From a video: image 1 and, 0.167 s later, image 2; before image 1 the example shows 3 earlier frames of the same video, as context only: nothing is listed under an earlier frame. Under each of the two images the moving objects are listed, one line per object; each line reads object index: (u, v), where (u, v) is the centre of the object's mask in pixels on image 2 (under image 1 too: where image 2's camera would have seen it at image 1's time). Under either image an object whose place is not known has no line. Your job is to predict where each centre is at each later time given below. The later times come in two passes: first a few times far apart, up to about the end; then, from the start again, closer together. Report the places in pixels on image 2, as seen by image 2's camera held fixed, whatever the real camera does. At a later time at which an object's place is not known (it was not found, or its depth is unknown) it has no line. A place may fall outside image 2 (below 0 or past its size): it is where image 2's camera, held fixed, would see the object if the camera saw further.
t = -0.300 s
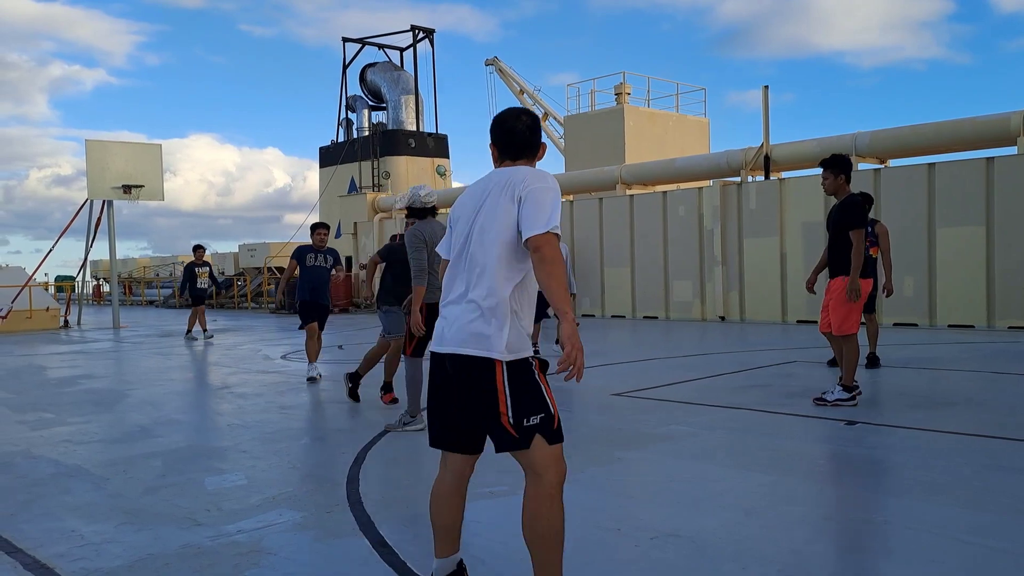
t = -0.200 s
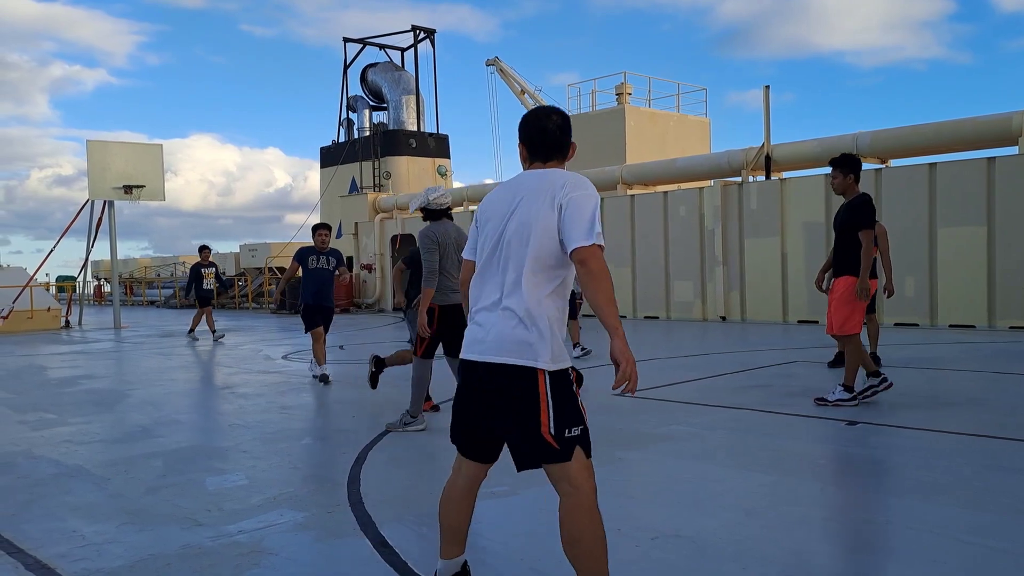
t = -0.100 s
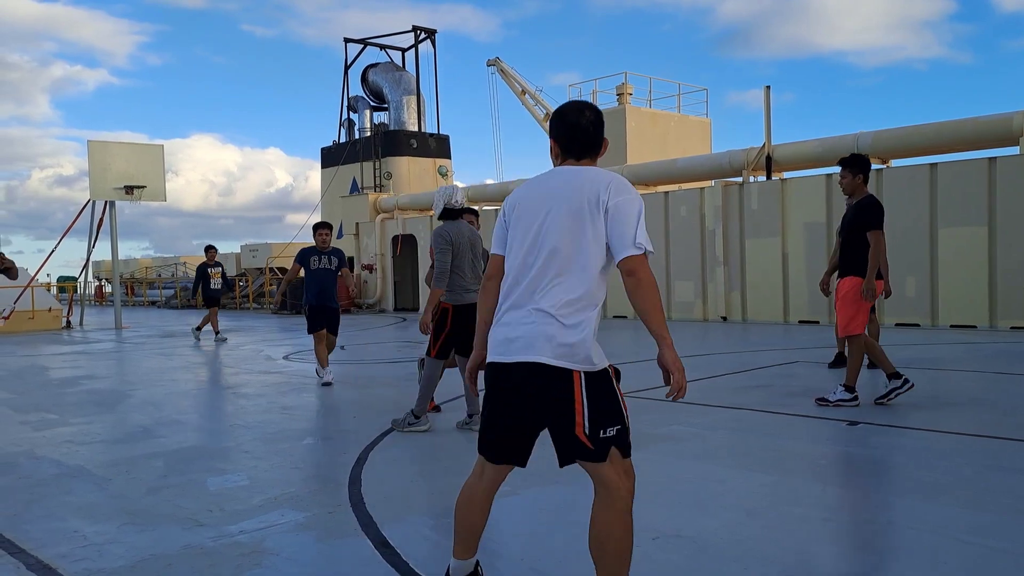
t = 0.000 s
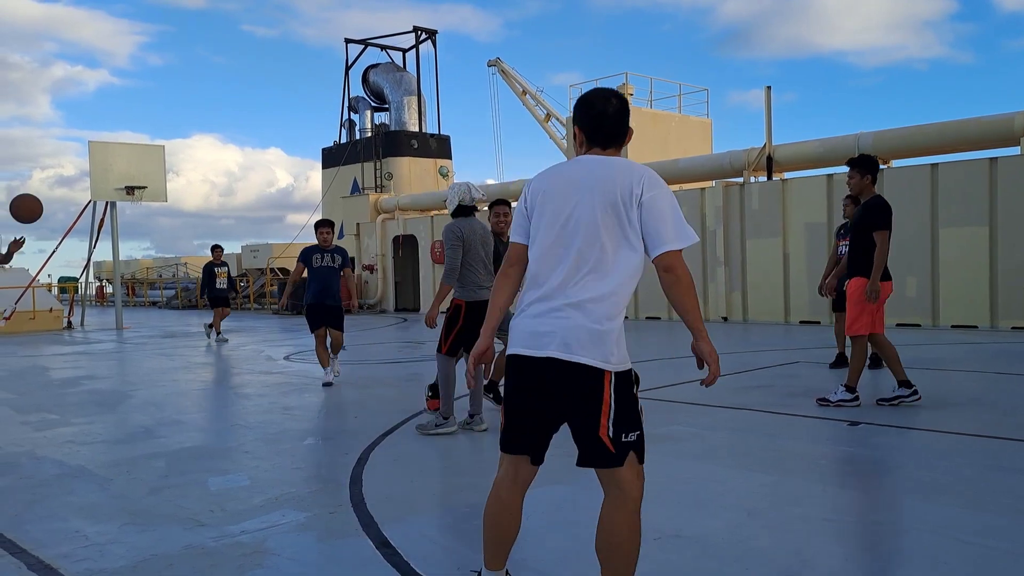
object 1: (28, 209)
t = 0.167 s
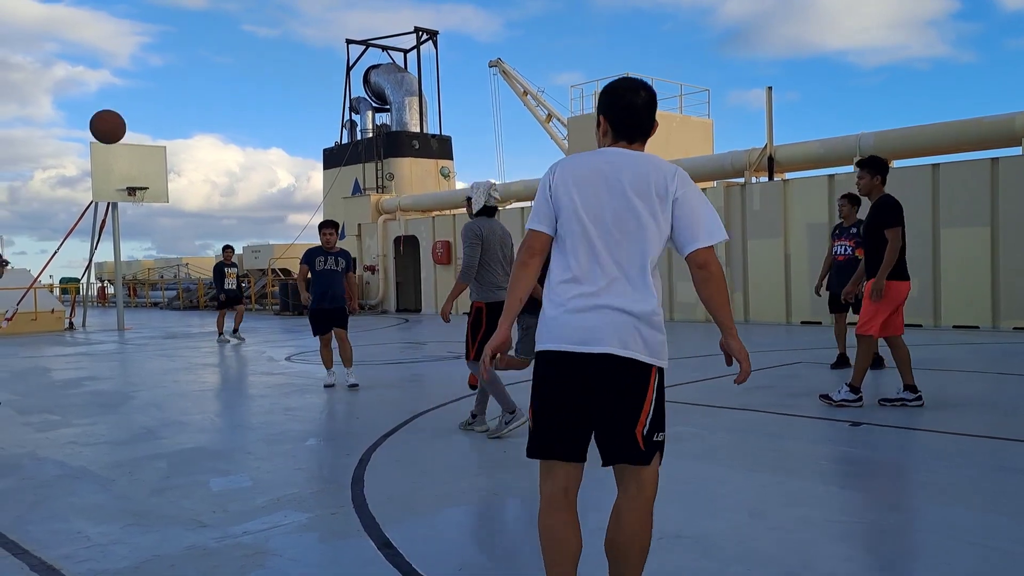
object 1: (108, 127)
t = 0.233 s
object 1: (145, 98)
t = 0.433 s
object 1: (283, 37)
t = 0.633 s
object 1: (483, 28)
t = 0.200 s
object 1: (126, 112)
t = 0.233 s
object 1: (145, 98)
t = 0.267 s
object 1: (165, 86)
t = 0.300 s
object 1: (186, 74)
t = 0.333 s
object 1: (208, 63)
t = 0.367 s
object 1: (232, 53)
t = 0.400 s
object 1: (257, 44)
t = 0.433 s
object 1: (283, 37)
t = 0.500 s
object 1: (342, 27)
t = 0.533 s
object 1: (374, 24)
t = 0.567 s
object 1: (408, 24)
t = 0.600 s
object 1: (445, 25)
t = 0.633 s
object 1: (483, 28)
